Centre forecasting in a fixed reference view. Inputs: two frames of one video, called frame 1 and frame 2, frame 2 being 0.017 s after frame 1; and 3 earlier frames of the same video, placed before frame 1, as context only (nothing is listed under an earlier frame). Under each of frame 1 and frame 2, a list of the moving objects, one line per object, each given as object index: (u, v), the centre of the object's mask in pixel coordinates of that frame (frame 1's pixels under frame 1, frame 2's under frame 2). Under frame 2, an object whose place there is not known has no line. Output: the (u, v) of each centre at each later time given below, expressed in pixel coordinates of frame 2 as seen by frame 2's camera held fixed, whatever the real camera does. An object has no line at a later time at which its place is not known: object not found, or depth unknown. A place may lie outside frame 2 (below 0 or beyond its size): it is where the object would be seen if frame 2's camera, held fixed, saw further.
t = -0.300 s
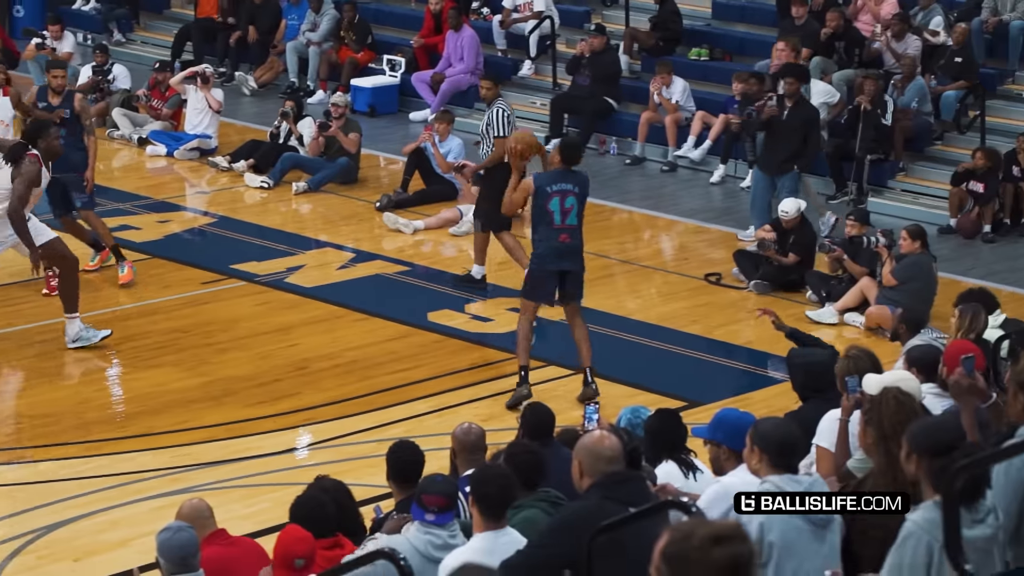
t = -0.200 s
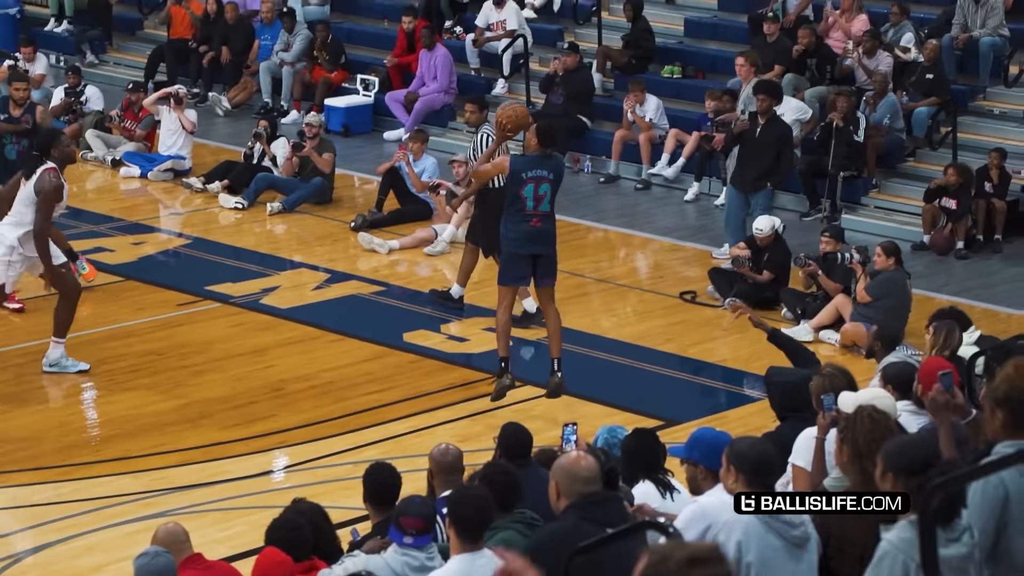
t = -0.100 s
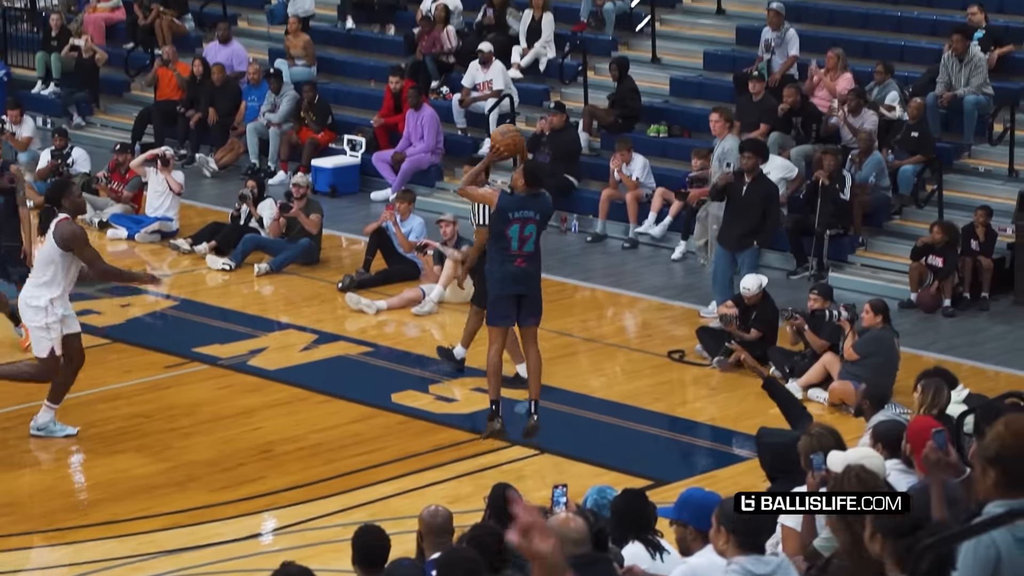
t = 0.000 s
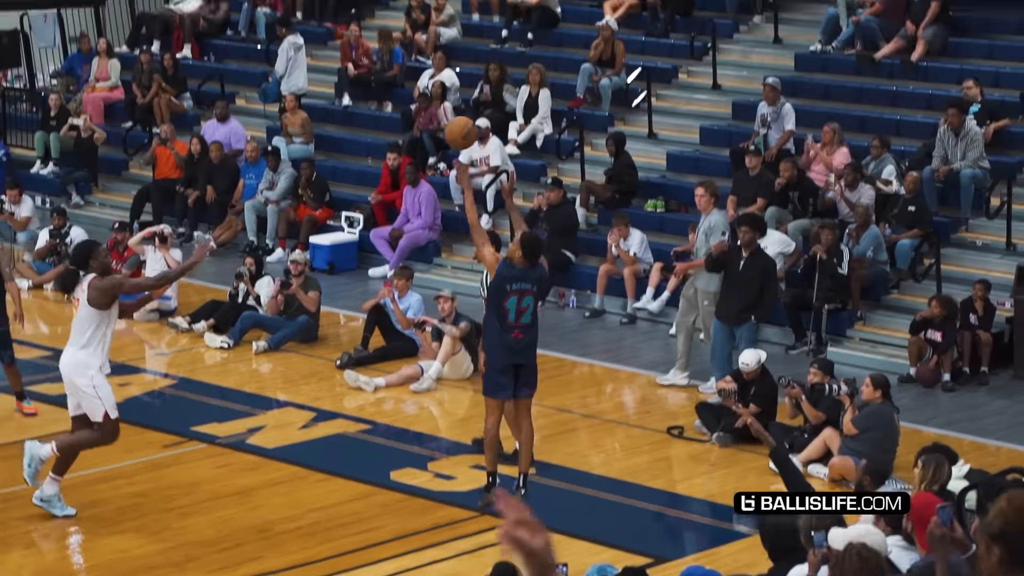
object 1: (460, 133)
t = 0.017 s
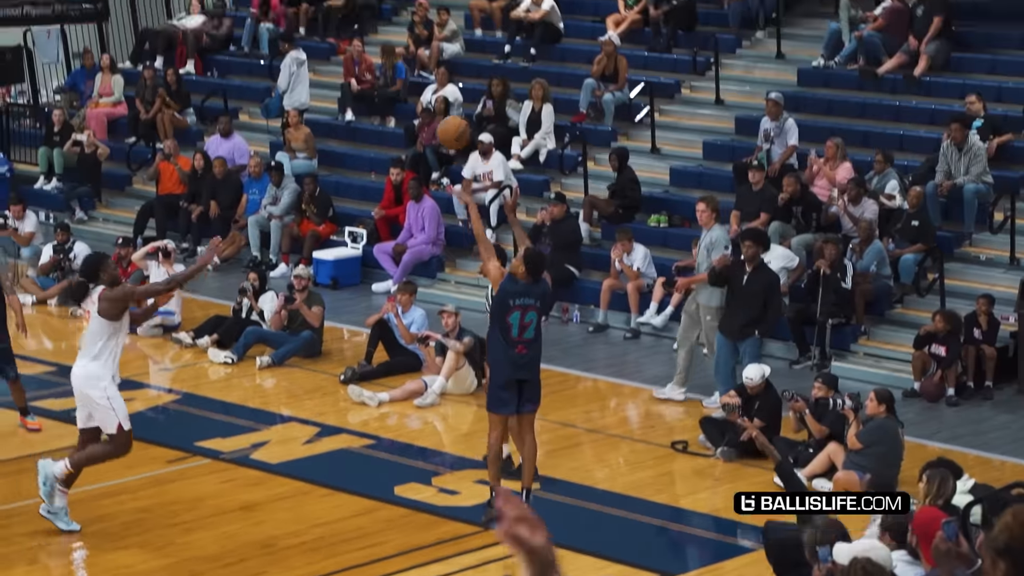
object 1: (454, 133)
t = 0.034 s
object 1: (443, 117)
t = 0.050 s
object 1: (432, 104)
